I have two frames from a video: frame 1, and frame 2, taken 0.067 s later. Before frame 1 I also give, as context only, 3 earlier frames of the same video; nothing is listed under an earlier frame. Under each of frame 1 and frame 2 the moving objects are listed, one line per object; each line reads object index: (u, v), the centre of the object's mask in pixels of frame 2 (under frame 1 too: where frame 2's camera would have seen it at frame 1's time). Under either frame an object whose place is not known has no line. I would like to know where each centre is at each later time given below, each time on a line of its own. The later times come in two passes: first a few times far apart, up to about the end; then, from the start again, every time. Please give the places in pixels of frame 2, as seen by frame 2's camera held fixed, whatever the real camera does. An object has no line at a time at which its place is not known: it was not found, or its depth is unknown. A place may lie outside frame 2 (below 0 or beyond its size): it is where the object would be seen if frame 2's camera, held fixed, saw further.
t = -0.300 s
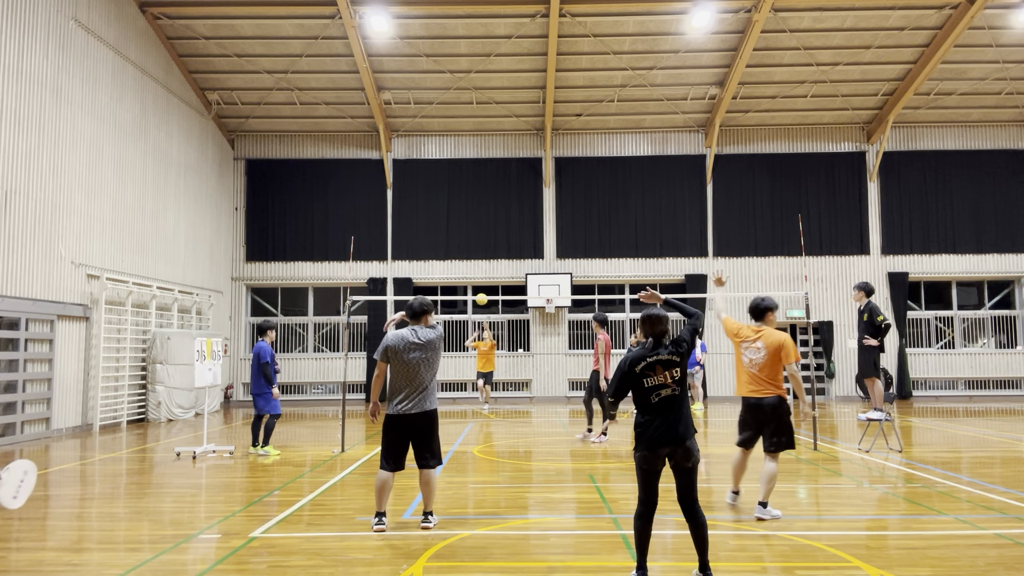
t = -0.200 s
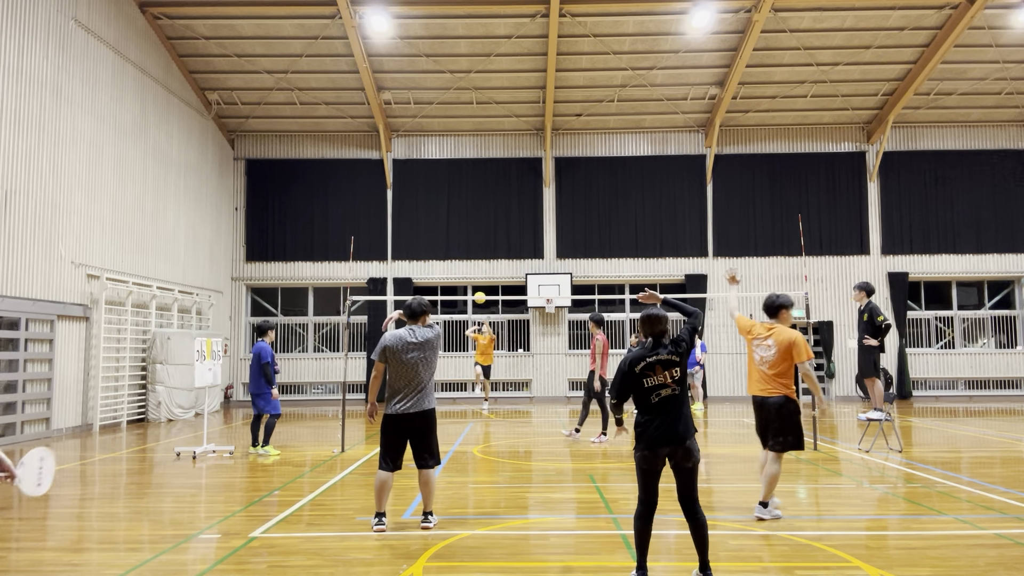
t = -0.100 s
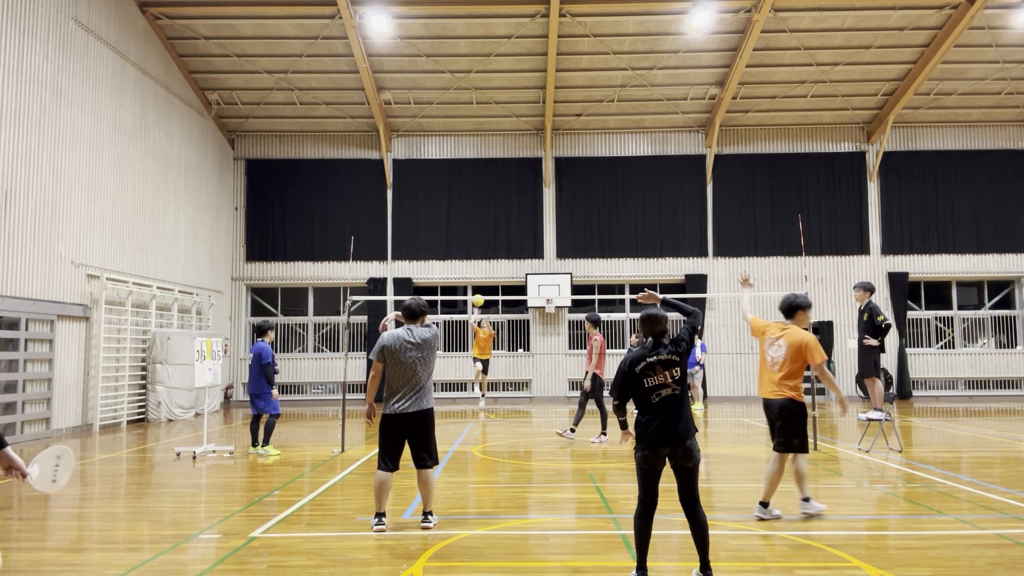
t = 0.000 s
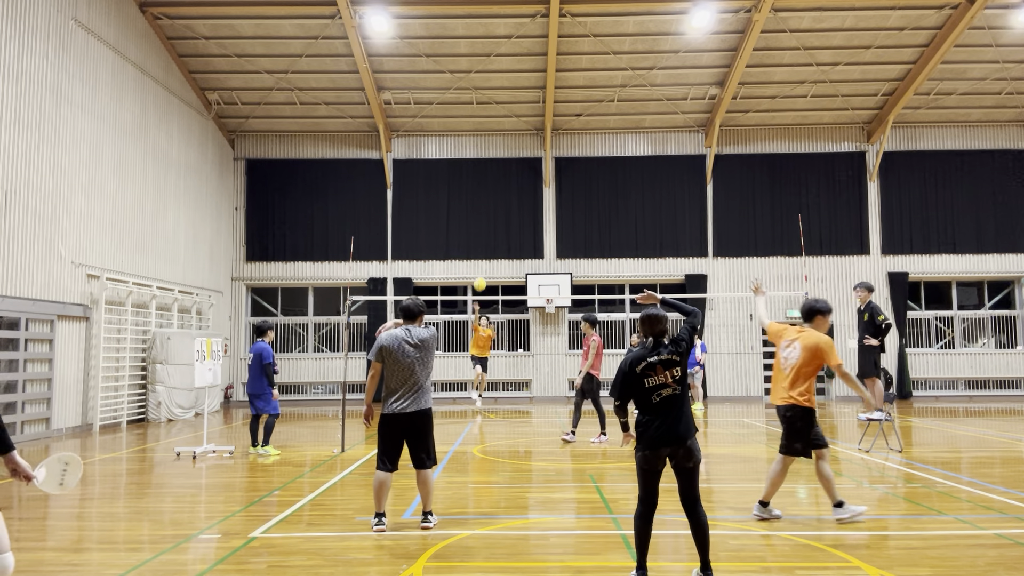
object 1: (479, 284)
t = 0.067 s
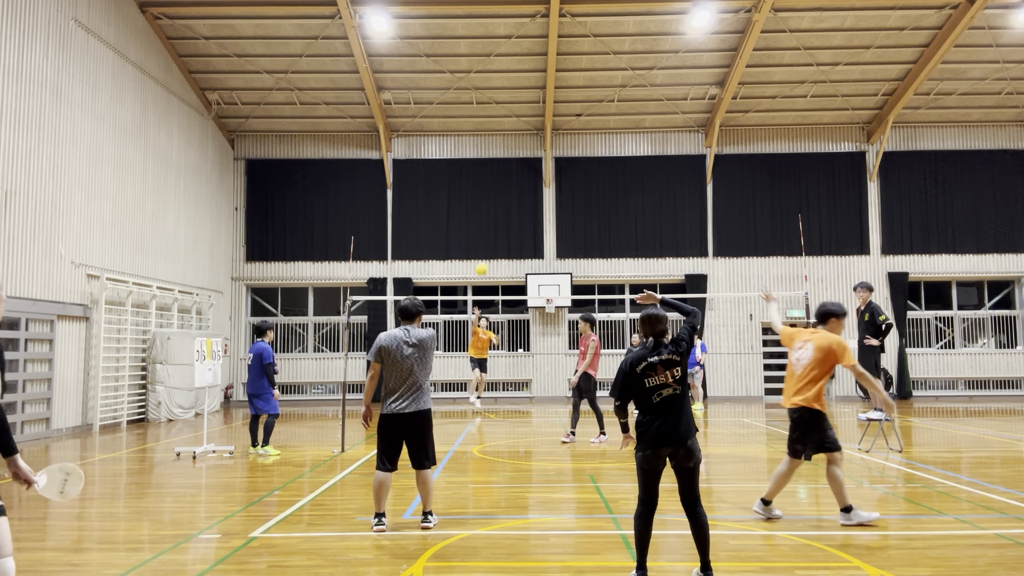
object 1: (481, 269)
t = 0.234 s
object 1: (486, 238)
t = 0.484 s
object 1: (494, 210)
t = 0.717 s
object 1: (504, 212)
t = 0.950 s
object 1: (516, 251)
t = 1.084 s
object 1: (524, 296)
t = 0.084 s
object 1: (481, 265)
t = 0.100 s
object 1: (482, 262)
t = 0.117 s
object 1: (483, 259)
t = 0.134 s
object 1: (483, 255)
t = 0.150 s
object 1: (484, 253)
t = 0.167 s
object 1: (484, 250)
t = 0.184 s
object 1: (485, 247)
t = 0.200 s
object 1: (485, 244)
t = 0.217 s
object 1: (485, 241)
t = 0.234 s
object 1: (486, 238)
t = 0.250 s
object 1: (486, 236)
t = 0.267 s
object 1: (487, 233)
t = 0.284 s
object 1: (487, 231)
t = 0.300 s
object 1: (488, 228)
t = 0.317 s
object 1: (489, 226)
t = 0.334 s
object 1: (489, 224)
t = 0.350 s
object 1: (490, 222)
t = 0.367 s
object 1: (490, 220)
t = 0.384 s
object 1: (491, 218)
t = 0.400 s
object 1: (491, 216)
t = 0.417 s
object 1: (492, 214)
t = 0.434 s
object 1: (492, 213)
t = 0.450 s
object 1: (493, 212)
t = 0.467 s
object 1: (493, 211)
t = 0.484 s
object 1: (494, 210)
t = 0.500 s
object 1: (495, 209)
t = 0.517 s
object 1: (495, 208)
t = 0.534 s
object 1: (496, 208)
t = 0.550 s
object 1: (497, 207)
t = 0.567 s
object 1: (497, 207)
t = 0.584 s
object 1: (498, 207)
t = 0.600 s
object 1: (499, 207)
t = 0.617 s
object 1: (499, 207)
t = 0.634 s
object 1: (500, 207)
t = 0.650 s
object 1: (501, 208)
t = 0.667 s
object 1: (502, 208)
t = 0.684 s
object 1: (502, 209)
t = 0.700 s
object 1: (503, 210)
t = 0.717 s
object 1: (504, 212)
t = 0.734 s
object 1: (505, 213)
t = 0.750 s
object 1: (505, 215)
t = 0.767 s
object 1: (506, 217)
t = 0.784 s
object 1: (507, 219)
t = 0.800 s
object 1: (508, 221)
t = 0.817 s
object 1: (509, 223)
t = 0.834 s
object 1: (509, 226)
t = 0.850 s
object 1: (510, 229)
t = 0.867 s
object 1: (511, 232)
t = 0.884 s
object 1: (512, 236)
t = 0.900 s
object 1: (513, 240)
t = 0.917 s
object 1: (514, 244)
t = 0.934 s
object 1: (515, 247)
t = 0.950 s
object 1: (516, 251)
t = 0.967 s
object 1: (517, 255)
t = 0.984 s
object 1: (518, 260)
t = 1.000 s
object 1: (519, 265)
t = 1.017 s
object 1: (520, 271)
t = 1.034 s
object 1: (521, 278)
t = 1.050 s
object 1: (522, 283)
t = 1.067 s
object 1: (523, 289)
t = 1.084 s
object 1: (524, 296)
